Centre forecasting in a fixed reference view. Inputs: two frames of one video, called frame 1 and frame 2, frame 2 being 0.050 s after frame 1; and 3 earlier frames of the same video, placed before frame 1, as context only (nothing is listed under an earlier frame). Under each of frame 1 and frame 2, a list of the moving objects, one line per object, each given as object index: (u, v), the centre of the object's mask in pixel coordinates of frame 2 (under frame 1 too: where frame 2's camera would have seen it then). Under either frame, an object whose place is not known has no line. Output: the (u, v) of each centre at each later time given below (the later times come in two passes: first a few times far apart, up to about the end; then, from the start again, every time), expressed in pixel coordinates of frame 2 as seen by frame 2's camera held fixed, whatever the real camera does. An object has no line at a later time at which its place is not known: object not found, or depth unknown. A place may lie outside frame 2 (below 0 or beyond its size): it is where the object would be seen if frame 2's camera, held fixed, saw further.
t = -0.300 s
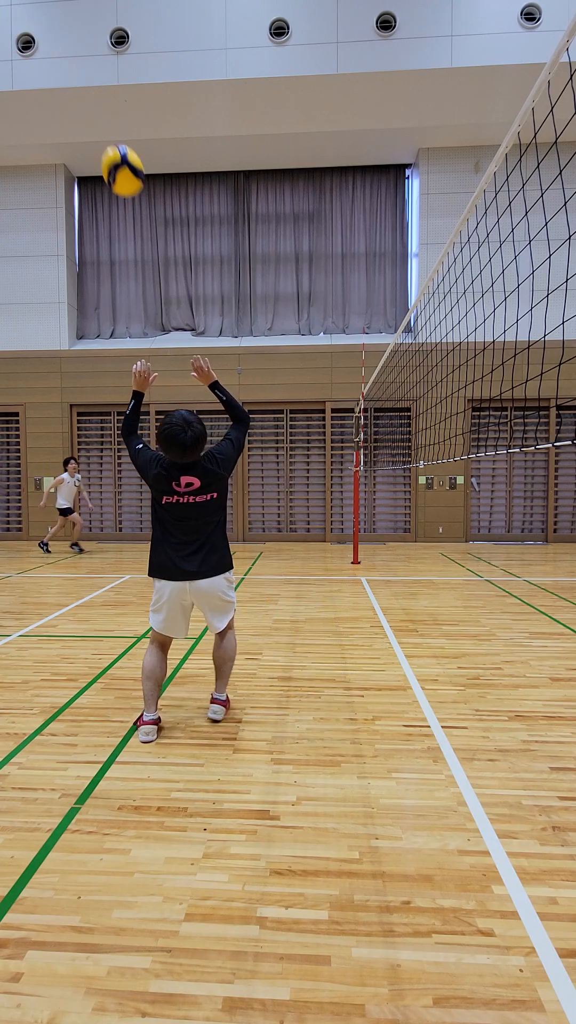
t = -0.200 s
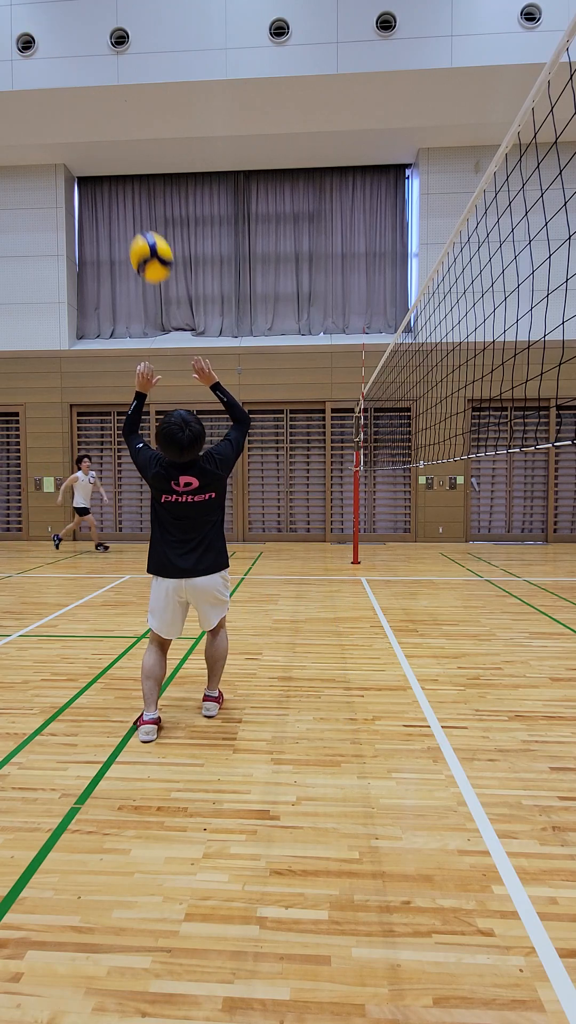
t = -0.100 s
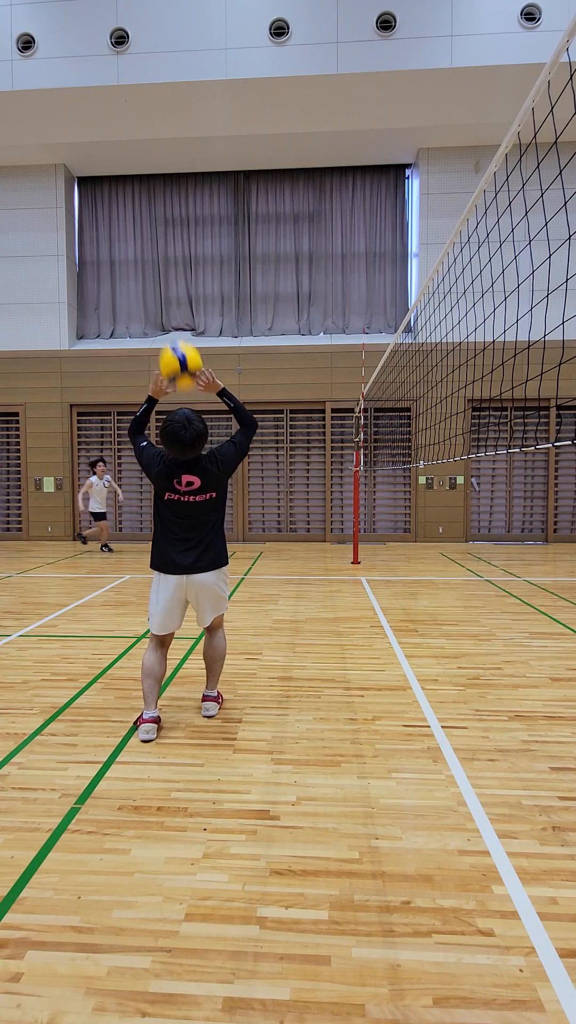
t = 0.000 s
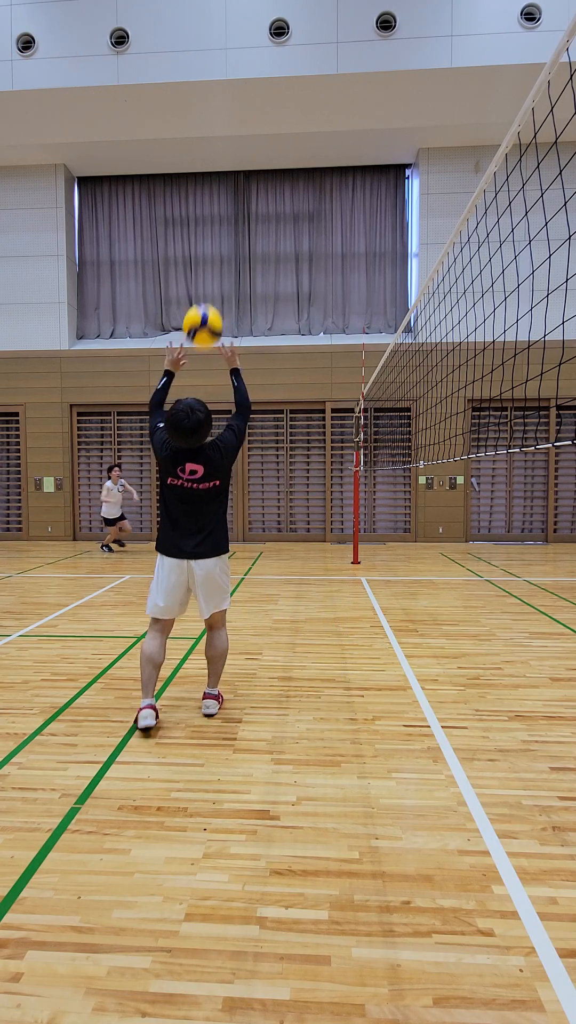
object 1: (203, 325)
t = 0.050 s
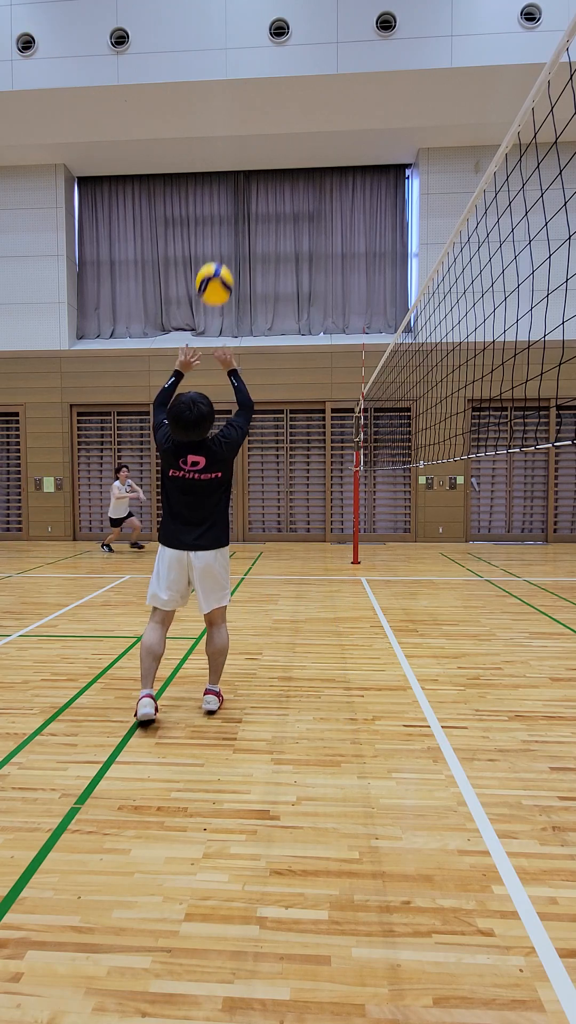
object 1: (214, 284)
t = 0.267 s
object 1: (252, 188)
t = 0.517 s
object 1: (282, 186)
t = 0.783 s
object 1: (302, 248)
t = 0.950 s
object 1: (311, 307)
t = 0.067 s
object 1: (218, 272)
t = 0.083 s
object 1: (221, 260)
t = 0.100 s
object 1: (225, 250)
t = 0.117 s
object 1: (228, 240)
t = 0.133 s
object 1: (231, 231)
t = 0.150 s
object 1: (234, 224)
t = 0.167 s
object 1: (236, 217)
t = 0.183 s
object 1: (239, 211)
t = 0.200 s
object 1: (242, 206)
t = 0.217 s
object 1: (244, 200)
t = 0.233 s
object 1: (247, 195)
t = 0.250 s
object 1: (249, 191)
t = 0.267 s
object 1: (252, 188)
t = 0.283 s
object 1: (254, 185)
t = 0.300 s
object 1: (257, 183)
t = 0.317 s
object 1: (259, 181)
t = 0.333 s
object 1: (261, 179)
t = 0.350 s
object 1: (263, 178)
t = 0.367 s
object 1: (266, 177)
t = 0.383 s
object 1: (268, 177)
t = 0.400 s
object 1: (270, 177)
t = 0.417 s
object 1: (271, 177)
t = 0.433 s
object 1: (273, 178)
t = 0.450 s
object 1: (275, 179)
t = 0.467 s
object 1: (277, 180)
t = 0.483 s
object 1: (279, 182)
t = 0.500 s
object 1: (280, 183)
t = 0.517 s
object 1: (282, 186)
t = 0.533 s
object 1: (283, 188)
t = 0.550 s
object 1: (285, 191)
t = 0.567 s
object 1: (286, 194)
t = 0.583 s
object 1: (288, 197)
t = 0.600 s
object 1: (289, 200)
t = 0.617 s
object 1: (290, 204)
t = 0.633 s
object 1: (292, 207)
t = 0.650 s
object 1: (293, 211)
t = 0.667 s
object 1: (294, 215)
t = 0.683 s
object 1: (296, 219)
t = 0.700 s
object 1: (297, 224)
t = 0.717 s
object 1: (298, 229)
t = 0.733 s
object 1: (299, 233)
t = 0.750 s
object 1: (300, 238)
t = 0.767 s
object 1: (301, 243)
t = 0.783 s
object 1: (302, 248)
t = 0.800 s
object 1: (303, 254)
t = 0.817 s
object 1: (304, 259)
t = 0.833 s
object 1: (305, 265)
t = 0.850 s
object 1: (306, 270)
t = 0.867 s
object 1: (307, 276)
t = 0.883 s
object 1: (308, 282)
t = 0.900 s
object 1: (309, 288)
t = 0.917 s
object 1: (310, 294)
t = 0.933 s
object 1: (311, 301)
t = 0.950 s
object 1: (311, 307)
